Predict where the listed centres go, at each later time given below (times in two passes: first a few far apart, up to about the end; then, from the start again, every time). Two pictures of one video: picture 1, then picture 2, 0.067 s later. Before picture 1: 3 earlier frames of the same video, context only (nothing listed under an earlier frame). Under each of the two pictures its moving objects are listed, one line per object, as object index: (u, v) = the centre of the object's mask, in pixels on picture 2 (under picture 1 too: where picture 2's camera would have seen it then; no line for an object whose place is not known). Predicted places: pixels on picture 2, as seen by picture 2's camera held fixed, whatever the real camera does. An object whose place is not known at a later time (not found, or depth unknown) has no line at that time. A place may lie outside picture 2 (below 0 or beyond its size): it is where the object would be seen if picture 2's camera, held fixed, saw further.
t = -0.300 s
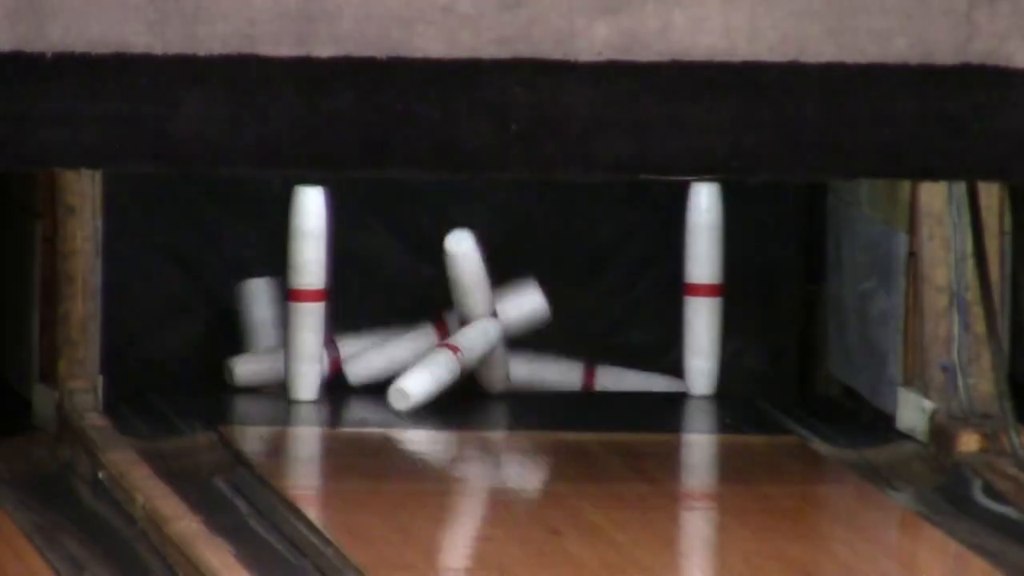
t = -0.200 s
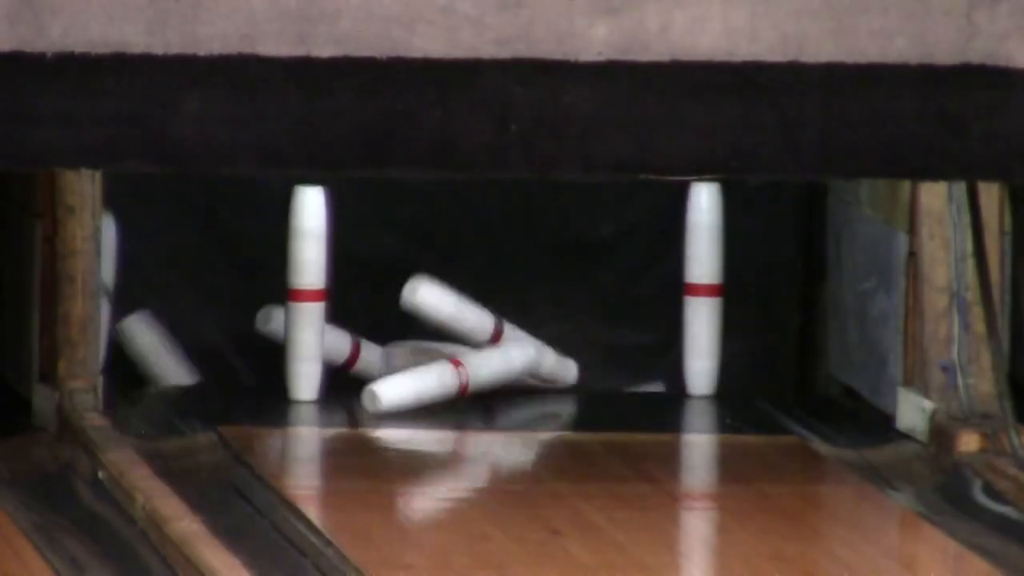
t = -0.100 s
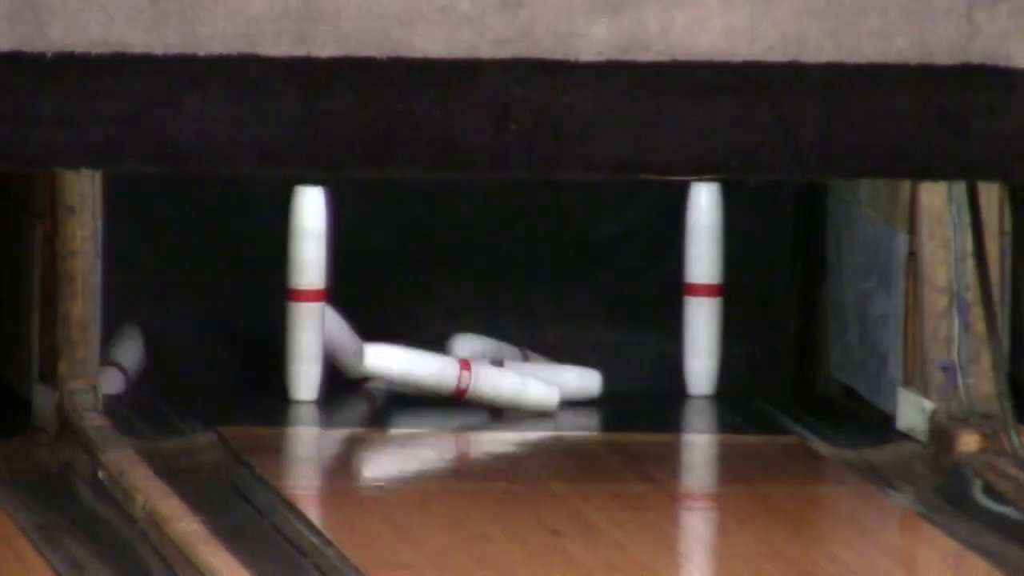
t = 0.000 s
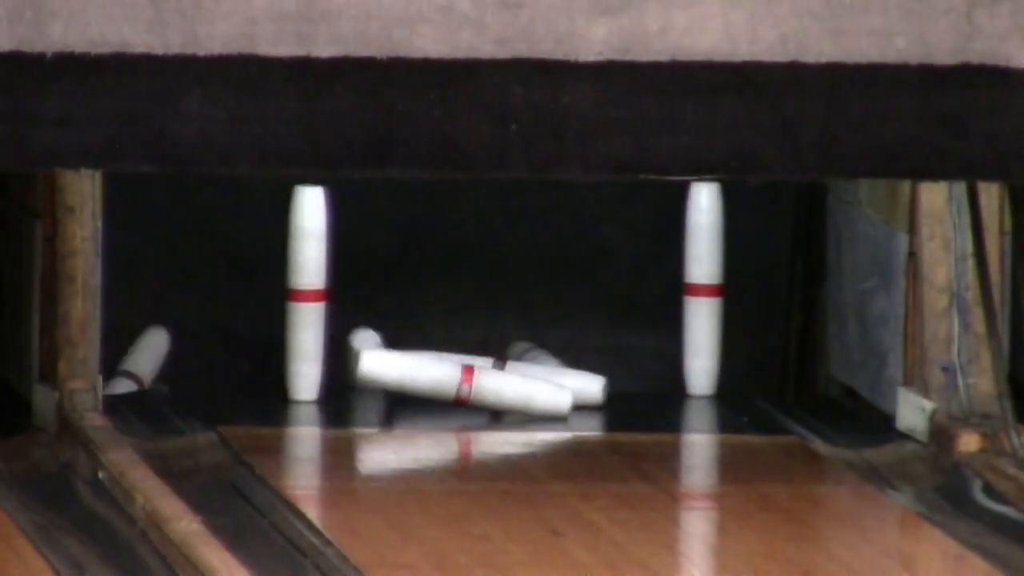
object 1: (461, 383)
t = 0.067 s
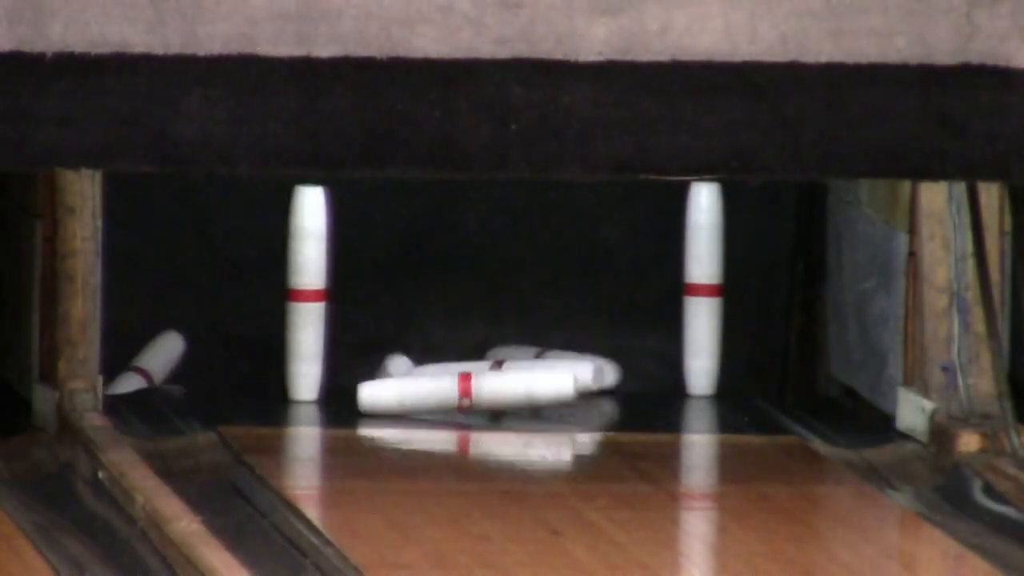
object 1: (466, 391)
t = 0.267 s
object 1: (466, 391)
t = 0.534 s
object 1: (467, 403)
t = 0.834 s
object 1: (441, 403)
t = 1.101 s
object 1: (415, 406)
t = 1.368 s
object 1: (396, 406)
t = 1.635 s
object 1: (385, 406)
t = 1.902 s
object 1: (380, 406)
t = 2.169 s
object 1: (378, 406)
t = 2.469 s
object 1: (384, 406)
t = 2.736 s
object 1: (395, 406)
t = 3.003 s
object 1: (413, 406)
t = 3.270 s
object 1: (429, 405)
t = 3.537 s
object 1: (443, 405)
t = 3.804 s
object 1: (455, 403)
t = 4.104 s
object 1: (469, 402)
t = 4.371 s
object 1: (481, 401)
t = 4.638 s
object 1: (492, 401)
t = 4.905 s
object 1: (500, 400)
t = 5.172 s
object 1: (504, 400)
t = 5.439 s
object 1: (505, 399)
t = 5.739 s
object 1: (506, 399)
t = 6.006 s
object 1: (505, 399)
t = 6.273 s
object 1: (504, 400)
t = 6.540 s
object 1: (501, 400)
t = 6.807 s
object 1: (496, 400)
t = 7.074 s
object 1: (491, 401)
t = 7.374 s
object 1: (485, 401)
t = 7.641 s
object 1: (479, 402)
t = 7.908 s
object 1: (474, 402)
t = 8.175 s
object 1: (468, 403)
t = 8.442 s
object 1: (462, 403)
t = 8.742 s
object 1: (456, 404)
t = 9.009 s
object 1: (450, 404)
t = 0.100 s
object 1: (474, 384)
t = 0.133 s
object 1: (467, 383)
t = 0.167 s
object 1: (468, 386)
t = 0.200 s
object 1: (466, 393)
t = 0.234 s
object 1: (464, 397)
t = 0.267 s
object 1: (466, 391)
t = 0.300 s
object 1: (468, 389)
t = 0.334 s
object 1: (469, 390)
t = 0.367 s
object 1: (469, 395)
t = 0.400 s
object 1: (471, 401)
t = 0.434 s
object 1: (470, 396)
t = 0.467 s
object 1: (469, 394)
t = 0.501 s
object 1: (468, 397)
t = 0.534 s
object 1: (467, 403)
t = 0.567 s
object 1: (462, 399)
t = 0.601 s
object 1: (460, 397)
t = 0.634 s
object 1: (458, 398)
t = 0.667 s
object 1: (456, 402)
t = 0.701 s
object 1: (455, 403)
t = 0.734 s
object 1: (452, 400)
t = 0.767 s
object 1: (449, 401)
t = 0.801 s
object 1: (445, 405)
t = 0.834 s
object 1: (441, 403)
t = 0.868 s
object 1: (438, 404)
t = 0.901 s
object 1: (434, 405)
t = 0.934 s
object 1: (431, 405)
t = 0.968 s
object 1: (427, 405)
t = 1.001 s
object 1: (424, 405)
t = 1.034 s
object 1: (420, 405)
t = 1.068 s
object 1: (418, 406)
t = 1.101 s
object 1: (415, 406)
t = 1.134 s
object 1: (412, 406)
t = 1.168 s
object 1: (409, 406)
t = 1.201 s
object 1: (406, 406)
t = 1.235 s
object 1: (404, 406)
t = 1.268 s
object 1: (402, 406)
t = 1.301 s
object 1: (400, 406)
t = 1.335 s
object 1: (398, 406)
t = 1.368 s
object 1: (396, 406)
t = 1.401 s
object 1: (395, 406)
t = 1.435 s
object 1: (394, 406)
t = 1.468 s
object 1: (393, 406)
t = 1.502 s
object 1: (390, 406)
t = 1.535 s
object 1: (389, 406)
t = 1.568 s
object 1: (388, 406)
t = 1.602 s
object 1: (386, 406)
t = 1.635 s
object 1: (385, 406)
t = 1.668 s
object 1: (384, 406)
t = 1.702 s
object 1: (383, 406)
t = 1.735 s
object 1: (382, 406)
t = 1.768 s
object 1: (381, 406)
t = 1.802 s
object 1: (381, 406)
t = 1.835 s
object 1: (380, 406)
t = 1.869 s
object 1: (380, 406)
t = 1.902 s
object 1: (380, 406)
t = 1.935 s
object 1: (378, 406)
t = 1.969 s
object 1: (378, 406)
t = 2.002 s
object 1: (378, 406)
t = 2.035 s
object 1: (378, 406)
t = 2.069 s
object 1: (378, 406)
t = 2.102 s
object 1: (378, 406)
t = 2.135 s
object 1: (378, 406)
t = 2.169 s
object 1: (378, 406)
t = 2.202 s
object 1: (379, 406)
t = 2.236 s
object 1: (379, 406)
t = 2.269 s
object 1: (379, 406)
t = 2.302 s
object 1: (380, 406)
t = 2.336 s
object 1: (381, 406)
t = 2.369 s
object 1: (381, 406)
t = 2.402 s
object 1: (382, 406)
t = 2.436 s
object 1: (383, 406)
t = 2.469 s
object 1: (384, 406)
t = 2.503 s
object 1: (385, 406)
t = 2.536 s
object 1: (386, 407)
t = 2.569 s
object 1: (387, 406)
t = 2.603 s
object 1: (388, 406)
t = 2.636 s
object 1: (390, 406)
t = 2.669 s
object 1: (391, 406)
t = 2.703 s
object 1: (393, 406)
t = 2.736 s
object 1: (395, 406)
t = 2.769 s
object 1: (397, 406)
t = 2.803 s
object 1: (399, 406)
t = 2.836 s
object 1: (401, 406)
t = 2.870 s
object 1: (403, 406)
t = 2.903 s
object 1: (405, 406)
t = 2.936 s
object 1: (407, 406)
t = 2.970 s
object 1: (410, 406)
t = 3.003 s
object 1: (413, 406)
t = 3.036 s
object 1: (415, 406)
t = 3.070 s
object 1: (417, 406)
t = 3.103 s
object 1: (419, 406)
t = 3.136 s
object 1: (421, 406)
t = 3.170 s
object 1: (423, 406)
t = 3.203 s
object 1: (425, 406)
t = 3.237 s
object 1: (427, 405)
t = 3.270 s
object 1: (429, 405)
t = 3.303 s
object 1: (431, 405)
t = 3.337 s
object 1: (432, 405)
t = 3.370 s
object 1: (434, 405)
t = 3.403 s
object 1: (436, 405)
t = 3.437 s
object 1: (438, 405)
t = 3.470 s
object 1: (439, 405)
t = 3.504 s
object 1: (441, 405)
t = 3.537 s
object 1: (443, 405)
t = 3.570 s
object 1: (445, 404)
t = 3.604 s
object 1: (446, 404)
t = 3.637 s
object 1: (448, 404)
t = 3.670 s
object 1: (449, 404)
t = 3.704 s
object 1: (451, 404)
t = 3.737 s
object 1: (453, 404)
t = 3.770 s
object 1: (454, 404)
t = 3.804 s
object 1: (455, 403)
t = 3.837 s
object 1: (457, 403)
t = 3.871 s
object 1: (459, 403)
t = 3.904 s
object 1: (460, 403)
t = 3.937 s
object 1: (462, 403)
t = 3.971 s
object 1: (463, 403)
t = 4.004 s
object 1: (465, 403)
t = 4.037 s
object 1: (466, 403)
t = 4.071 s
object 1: (467, 403)
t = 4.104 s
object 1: (469, 402)
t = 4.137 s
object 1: (471, 402)
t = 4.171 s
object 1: (472, 402)
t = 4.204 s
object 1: (473, 402)
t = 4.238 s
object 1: (475, 401)
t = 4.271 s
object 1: (476, 401)
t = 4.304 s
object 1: (478, 401)
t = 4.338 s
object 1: (480, 401)
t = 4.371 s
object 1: (481, 401)
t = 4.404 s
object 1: (483, 401)
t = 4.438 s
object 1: (484, 401)
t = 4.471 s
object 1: (485, 401)
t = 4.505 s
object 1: (487, 401)
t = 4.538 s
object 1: (488, 401)
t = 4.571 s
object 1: (489, 401)
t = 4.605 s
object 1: (491, 401)
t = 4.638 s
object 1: (492, 401)
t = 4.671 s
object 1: (493, 401)
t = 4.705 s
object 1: (495, 400)
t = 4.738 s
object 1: (495, 400)
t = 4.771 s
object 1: (496, 400)
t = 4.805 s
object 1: (498, 400)
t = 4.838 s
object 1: (498, 400)
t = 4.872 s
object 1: (499, 400)
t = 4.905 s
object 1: (500, 400)
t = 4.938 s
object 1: (501, 400)
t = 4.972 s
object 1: (501, 400)
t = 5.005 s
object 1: (502, 400)
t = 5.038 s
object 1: (502, 400)
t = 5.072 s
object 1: (503, 400)
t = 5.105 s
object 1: (503, 400)
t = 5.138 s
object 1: (504, 400)
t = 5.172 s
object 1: (504, 400)
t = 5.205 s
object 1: (504, 400)
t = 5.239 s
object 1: (504, 400)
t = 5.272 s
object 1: (505, 400)
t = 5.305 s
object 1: (505, 400)
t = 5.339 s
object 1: (505, 399)
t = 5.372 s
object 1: (505, 399)
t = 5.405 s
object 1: (505, 399)
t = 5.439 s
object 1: (505, 399)
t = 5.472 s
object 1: (505, 399)
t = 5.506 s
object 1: (505, 399)
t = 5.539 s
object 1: (505, 399)
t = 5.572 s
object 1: (505, 399)
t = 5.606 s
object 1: (505, 399)
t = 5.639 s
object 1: (505, 399)
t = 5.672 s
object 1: (506, 399)
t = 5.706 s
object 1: (505, 399)
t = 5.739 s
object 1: (506, 399)
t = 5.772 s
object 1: (505, 399)
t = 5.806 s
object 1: (506, 399)
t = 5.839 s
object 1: (506, 399)
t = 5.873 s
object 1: (506, 399)
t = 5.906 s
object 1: (505, 399)
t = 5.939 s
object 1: (505, 399)
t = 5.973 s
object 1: (505, 399)
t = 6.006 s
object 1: (505, 399)
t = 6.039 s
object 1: (505, 400)
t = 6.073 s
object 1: (505, 400)
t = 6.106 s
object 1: (505, 400)
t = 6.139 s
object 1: (505, 400)
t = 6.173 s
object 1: (504, 400)
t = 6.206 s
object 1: (504, 400)
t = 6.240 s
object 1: (504, 400)
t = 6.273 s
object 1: (504, 400)
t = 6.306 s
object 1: (504, 400)
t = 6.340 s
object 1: (503, 400)
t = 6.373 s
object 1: (503, 400)
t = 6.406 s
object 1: (503, 400)
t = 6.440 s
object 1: (502, 400)
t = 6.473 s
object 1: (502, 400)
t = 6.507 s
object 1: (502, 400)
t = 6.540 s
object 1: (501, 400)
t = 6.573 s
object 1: (500, 400)
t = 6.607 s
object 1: (500, 400)
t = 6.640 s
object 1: (499, 400)
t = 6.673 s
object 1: (499, 400)
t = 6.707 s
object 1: (498, 400)
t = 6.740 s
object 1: (497, 400)
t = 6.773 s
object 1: (497, 400)
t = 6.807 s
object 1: (496, 400)
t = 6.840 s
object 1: (496, 401)
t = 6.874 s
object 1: (495, 401)
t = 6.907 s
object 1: (494, 401)
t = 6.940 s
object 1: (494, 401)
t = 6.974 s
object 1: (493, 401)
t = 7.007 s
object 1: (492, 401)
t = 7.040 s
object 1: (492, 401)
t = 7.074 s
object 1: (491, 401)
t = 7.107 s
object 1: (491, 401)
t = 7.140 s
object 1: (490, 401)
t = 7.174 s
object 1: (489, 401)
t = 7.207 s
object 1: (489, 401)
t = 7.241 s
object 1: (488, 401)
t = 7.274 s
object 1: (487, 401)
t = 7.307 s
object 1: (486, 401)
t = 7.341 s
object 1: (486, 401)
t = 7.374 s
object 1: (485, 401)
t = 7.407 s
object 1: (484, 401)
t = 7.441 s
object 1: (484, 401)
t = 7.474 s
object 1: (483, 401)
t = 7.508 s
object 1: (482, 402)
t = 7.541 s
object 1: (482, 402)
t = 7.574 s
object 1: (481, 402)
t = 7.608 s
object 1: (480, 402)
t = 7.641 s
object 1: (479, 402)
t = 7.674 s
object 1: (479, 402)
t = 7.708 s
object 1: (478, 402)
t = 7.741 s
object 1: (477, 402)
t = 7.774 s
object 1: (477, 402)
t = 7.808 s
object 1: (476, 402)
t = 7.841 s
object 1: (475, 402)
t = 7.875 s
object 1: (474, 402)
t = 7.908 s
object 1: (474, 402)
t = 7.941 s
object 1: (473, 402)
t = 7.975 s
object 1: (472, 403)
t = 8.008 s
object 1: (471, 403)
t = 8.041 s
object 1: (471, 403)
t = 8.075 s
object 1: (470, 403)
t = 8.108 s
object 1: (469, 403)
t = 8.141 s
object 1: (468, 403)
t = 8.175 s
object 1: (468, 403)
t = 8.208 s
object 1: (467, 403)
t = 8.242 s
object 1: (466, 403)
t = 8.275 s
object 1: (465, 403)
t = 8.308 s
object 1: (465, 403)
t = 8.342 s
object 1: (464, 403)
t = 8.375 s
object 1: (463, 403)
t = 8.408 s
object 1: (463, 403)
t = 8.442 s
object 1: (462, 403)
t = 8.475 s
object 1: (461, 403)
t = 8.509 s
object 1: (461, 404)
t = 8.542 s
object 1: (460, 404)
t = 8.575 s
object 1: (459, 404)
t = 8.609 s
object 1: (459, 404)
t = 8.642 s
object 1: (458, 404)
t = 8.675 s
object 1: (457, 404)
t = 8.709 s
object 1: (457, 404)
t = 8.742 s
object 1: (456, 404)
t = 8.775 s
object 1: (455, 404)
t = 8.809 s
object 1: (454, 404)
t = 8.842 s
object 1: (454, 404)
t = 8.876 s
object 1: (453, 404)
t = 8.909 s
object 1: (452, 404)
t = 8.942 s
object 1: (452, 404)
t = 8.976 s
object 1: (451, 404)
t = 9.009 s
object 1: (450, 404)
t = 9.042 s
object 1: (450, 404)
